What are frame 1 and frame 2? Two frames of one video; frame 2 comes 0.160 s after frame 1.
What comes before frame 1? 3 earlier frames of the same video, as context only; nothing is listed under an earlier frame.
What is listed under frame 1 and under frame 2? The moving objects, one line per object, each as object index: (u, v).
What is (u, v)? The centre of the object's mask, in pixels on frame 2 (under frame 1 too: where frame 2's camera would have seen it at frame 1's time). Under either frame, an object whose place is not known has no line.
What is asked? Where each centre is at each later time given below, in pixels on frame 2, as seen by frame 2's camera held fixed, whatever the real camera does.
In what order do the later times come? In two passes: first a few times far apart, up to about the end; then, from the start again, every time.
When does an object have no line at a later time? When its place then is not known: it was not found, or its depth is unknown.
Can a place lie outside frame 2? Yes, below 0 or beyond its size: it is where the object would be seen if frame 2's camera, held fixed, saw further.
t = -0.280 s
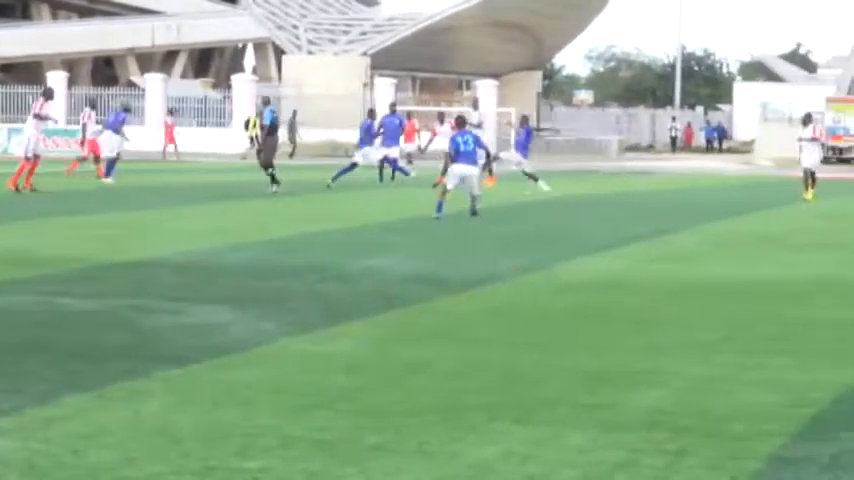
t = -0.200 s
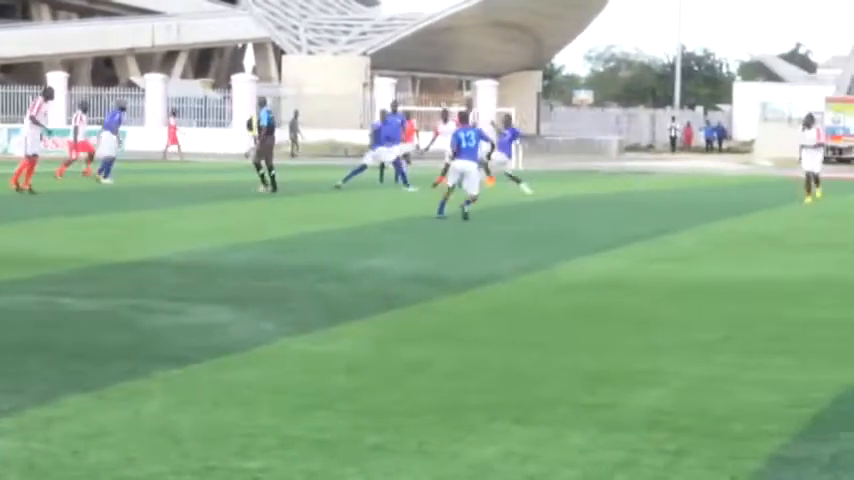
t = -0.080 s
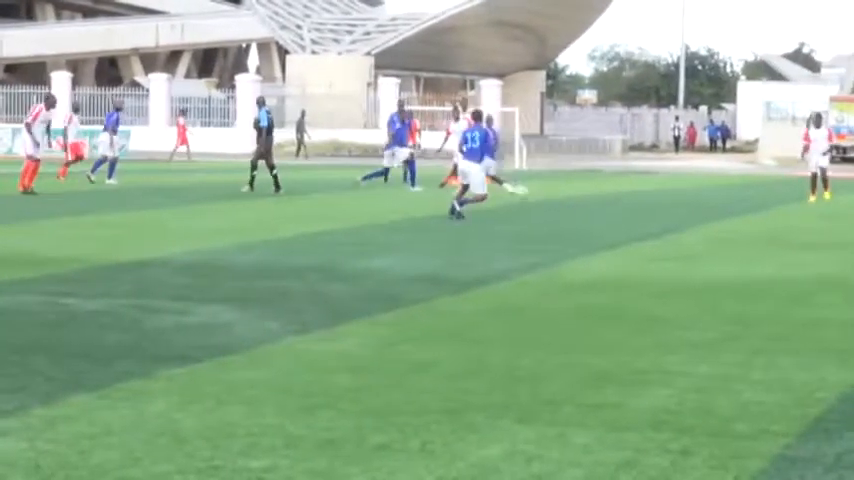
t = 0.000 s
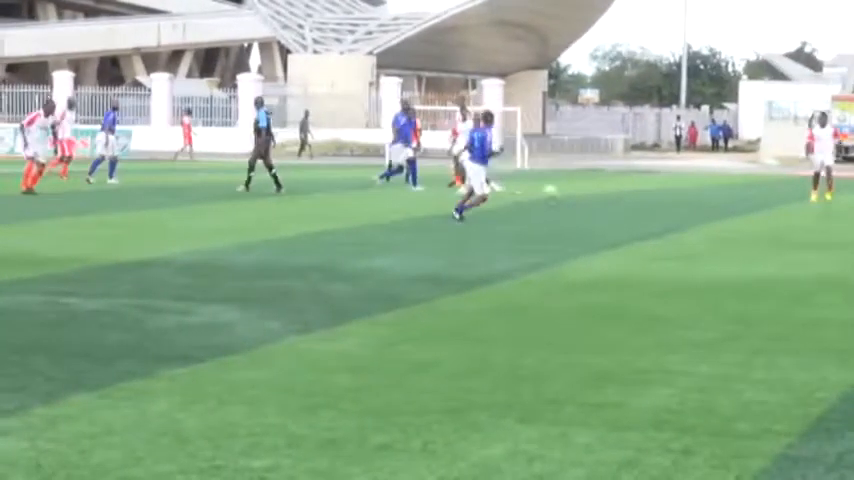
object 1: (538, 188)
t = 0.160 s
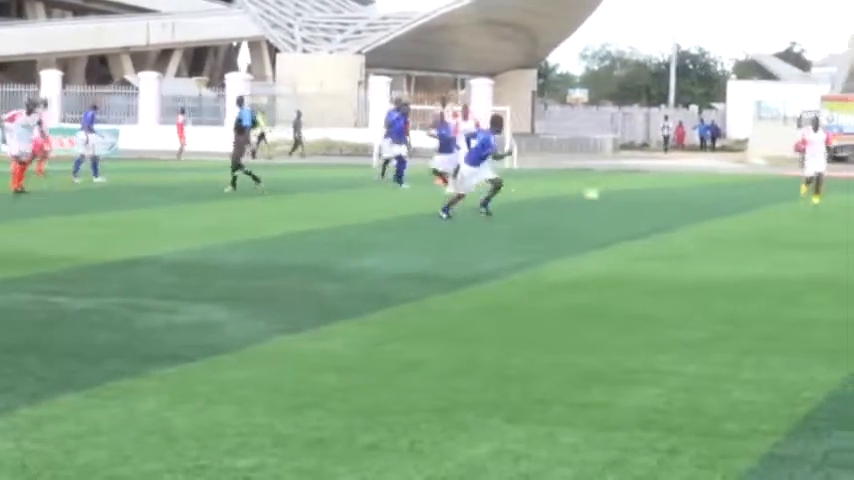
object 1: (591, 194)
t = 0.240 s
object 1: (620, 204)
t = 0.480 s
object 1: (701, 207)
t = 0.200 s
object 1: (605, 198)
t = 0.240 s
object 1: (620, 204)
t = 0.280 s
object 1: (634, 202)
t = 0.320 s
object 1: (647, 201)
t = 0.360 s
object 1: (661, 200)
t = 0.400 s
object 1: (674, 201)
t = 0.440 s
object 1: (687, 204)
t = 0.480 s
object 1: (701, 207)
